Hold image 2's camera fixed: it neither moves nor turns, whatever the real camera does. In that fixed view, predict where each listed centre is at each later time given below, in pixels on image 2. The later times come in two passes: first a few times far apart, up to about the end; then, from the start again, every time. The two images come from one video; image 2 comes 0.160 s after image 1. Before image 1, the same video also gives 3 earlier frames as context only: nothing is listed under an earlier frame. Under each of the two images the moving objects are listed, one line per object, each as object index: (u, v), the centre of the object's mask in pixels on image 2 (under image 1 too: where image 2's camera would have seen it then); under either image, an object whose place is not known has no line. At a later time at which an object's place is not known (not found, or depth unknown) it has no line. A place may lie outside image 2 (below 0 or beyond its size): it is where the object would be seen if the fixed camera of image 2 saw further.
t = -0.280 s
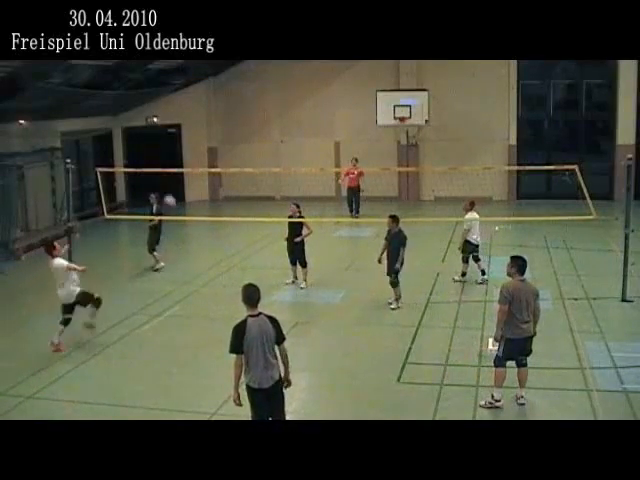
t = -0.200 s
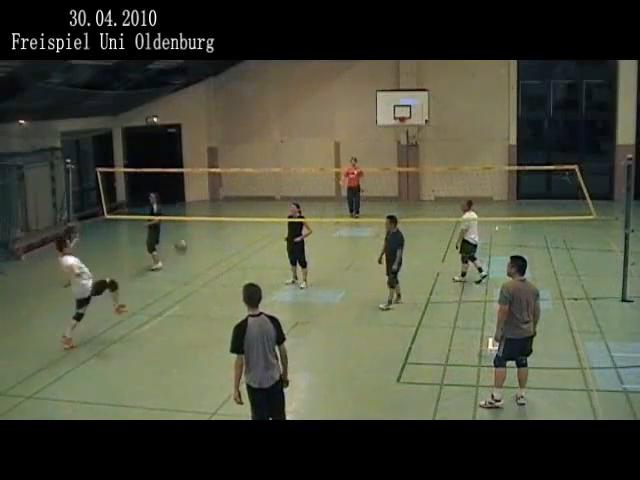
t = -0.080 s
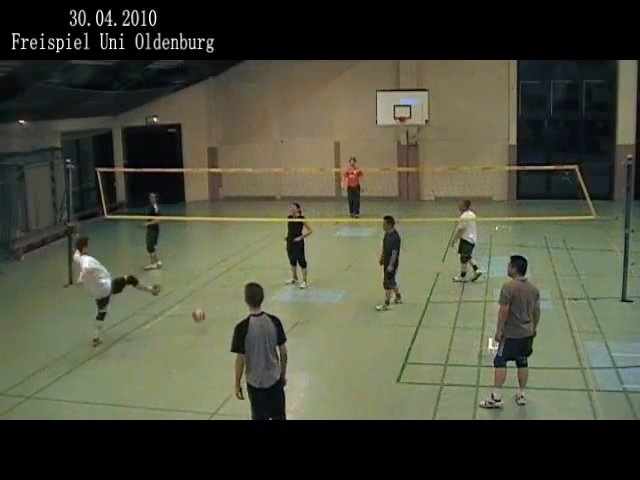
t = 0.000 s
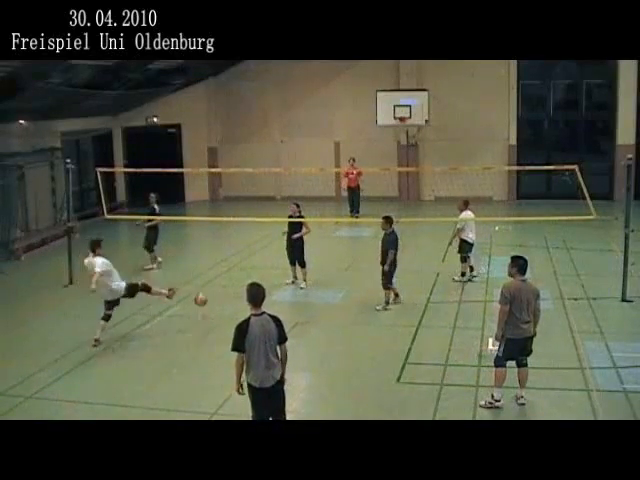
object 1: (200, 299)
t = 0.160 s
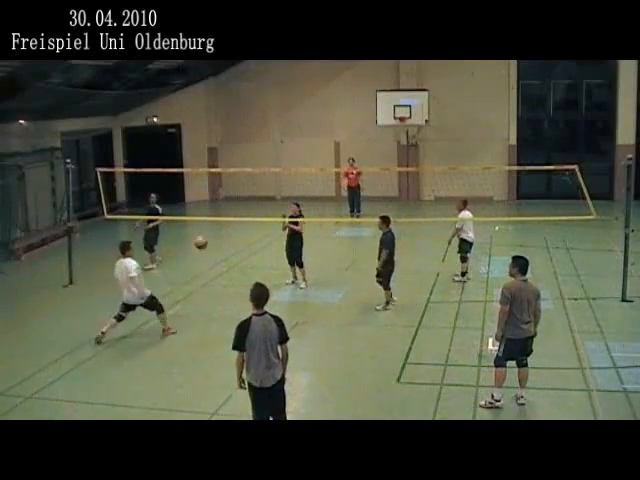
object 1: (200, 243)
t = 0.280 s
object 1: (201, 209)
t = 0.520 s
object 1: (203, 169)
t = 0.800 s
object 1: (209, 166)
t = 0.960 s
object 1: (214, 186)
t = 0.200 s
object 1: (201, 230)
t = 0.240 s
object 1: (201, 219)
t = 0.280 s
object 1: (201, 209)
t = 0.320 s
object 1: (202, 199)
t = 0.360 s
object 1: (201, 192)
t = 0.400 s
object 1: (202, 185)
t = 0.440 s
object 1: (202, 179)
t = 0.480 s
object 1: (202, 174)
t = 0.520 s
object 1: (203, 169)
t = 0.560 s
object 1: (204, 167)
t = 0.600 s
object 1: (205, 164)
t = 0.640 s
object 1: (205, 163)
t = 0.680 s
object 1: (206, 162)
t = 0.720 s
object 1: (207, 162)
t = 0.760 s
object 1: (208, 164)
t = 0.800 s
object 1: (209, 166)
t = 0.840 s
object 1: (210, 168)
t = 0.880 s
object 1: (211, 172)
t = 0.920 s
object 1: (212, 178)
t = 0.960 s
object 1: (214, 186)
